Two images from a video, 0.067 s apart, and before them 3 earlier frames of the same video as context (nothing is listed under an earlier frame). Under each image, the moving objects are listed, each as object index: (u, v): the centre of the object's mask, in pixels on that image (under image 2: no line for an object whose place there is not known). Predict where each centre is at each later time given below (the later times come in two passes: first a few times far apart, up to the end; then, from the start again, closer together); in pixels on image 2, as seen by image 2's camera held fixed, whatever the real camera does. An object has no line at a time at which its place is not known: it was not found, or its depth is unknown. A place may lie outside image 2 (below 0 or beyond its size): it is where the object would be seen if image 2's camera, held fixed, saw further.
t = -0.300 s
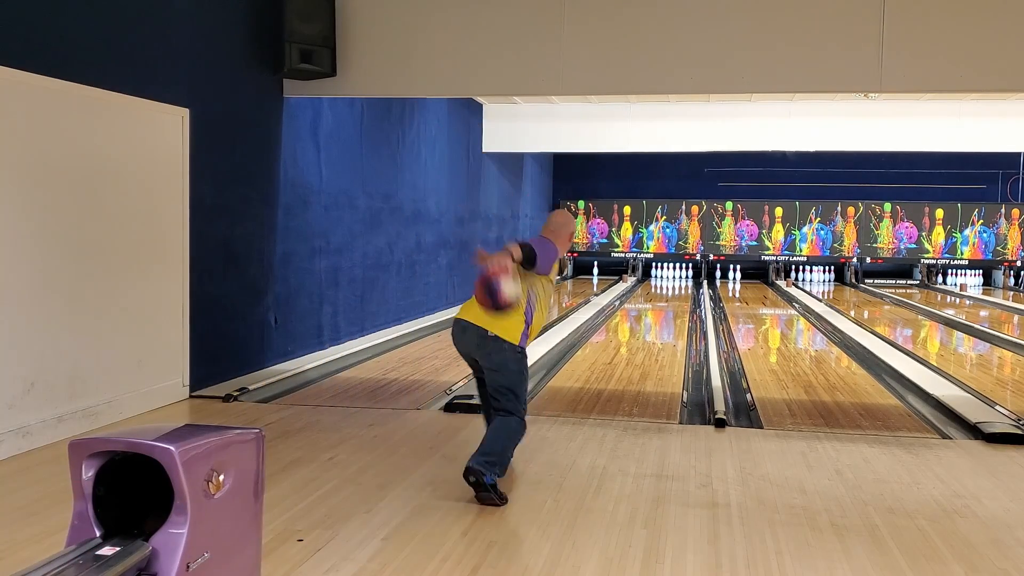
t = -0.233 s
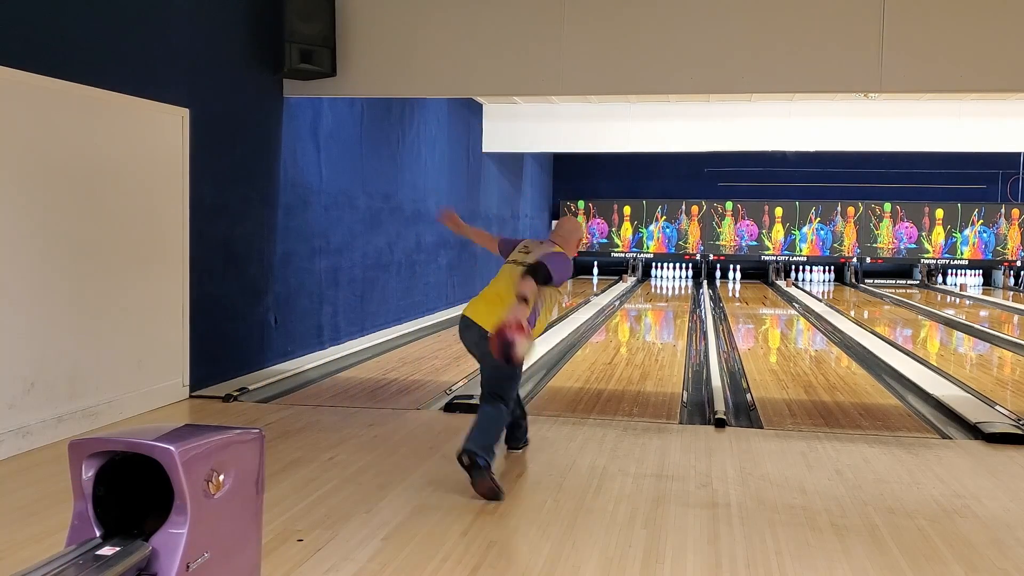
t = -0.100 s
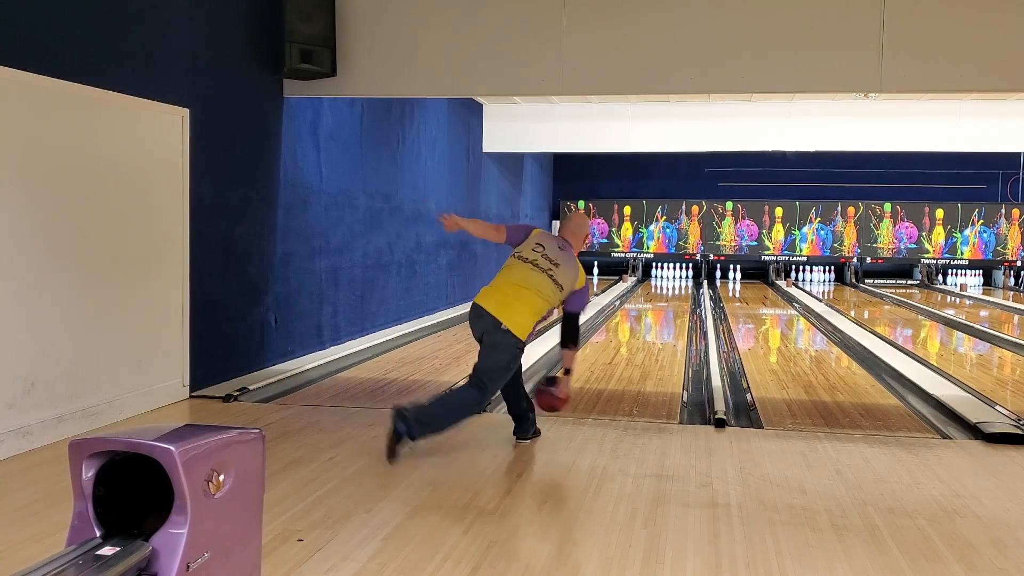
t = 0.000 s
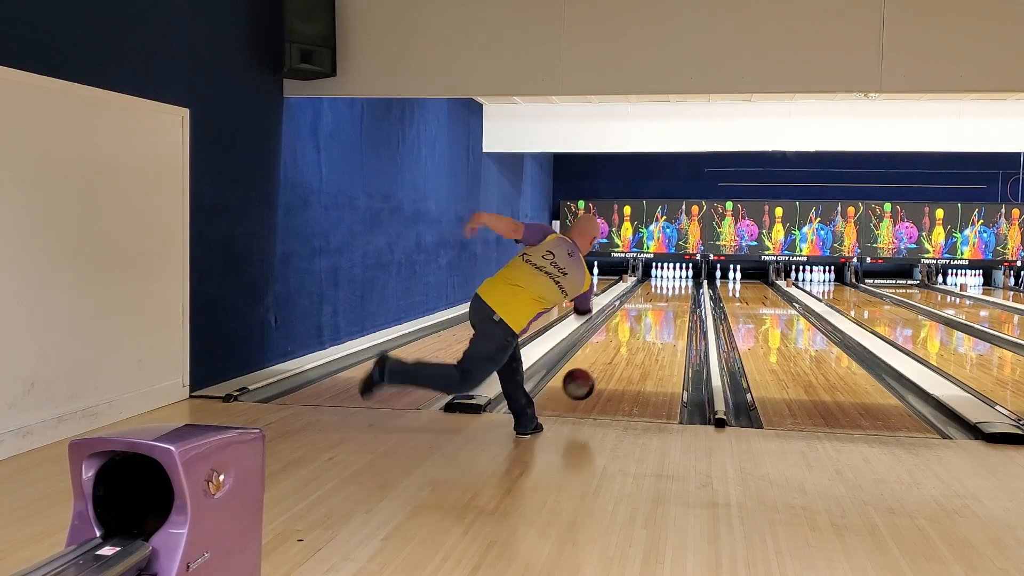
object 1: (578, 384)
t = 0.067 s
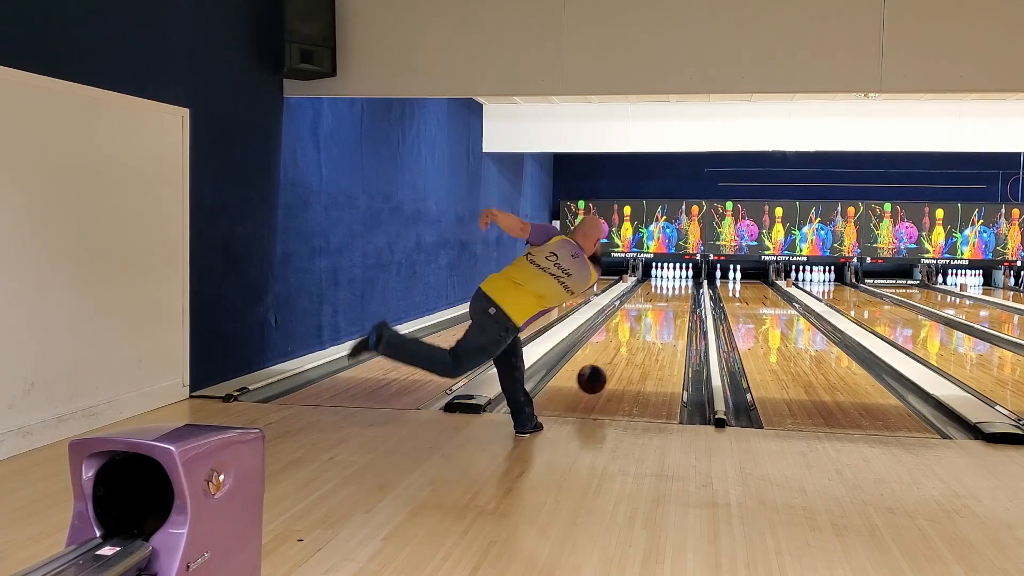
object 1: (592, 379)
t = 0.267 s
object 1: (621, 362)
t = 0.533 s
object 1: (647, 335)
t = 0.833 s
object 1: (664, 316)
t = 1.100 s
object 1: (675, 303)
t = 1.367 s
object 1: (680, 294)
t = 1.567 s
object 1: (683, 289)
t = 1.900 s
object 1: (684, 283)
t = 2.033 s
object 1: (683, 280)
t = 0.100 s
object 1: (597, 379)
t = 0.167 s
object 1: (608, 374)
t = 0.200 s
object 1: (613, 369)
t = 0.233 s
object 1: (617, 366)
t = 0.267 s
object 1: (621, 362)
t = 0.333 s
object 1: (629, 353)
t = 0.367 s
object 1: (632, 350)
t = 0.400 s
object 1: (635, 347)
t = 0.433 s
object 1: (638, 344)
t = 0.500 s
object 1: (644, 337)
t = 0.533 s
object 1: (647, 335)
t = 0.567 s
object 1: (649, 332)
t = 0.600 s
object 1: (651, 330)
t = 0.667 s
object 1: (655, 326)
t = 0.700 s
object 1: (657, 324)
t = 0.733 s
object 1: (659, 322)
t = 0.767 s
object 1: (661, 320)
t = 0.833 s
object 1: (664, 316)
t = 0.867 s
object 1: (665, 314)
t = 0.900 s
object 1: (667, 313)
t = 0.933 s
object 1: (668, 311)
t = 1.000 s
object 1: (671, 308)
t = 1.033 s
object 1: (671, 307)
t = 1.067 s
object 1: (674, 304)
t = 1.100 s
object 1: (675, 303)
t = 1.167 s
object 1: (676, 300)
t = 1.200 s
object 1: (677, 299)
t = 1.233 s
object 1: (678, 298)
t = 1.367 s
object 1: (680, 294)
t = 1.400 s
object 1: (681, 294)
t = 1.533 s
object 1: (683, 290)
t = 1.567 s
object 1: (683, 289)
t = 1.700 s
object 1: (684, 286)
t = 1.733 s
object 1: (684, 285)
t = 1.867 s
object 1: (684, 291)
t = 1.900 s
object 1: (684, 283)
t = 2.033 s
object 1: (683, 280)
